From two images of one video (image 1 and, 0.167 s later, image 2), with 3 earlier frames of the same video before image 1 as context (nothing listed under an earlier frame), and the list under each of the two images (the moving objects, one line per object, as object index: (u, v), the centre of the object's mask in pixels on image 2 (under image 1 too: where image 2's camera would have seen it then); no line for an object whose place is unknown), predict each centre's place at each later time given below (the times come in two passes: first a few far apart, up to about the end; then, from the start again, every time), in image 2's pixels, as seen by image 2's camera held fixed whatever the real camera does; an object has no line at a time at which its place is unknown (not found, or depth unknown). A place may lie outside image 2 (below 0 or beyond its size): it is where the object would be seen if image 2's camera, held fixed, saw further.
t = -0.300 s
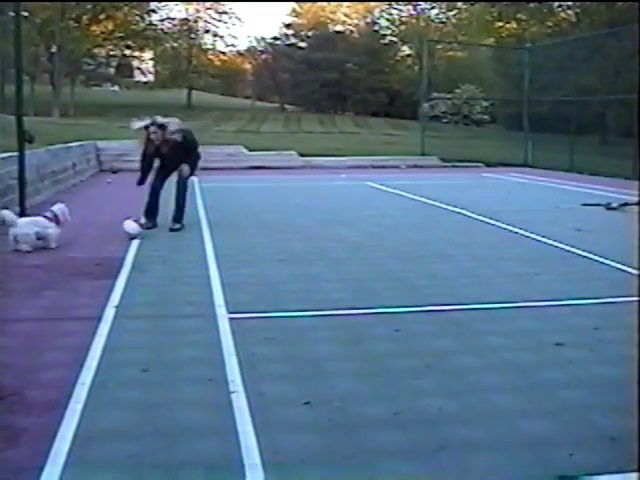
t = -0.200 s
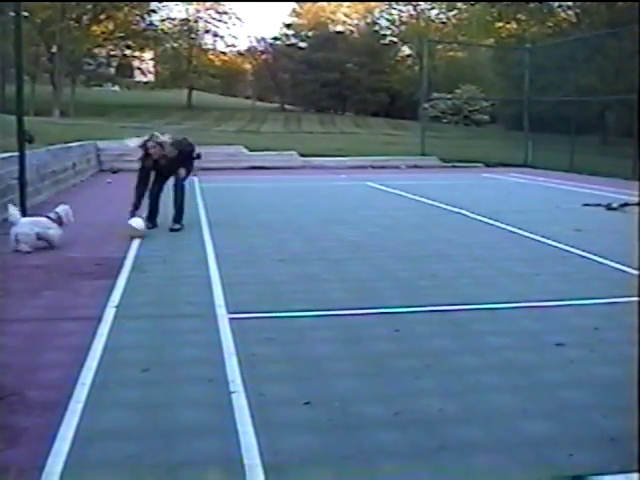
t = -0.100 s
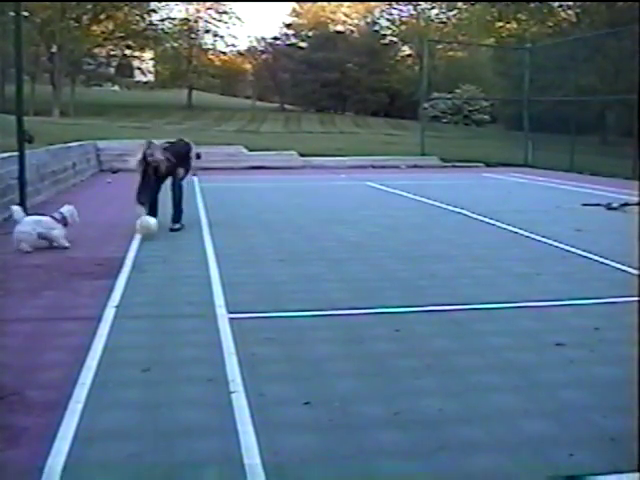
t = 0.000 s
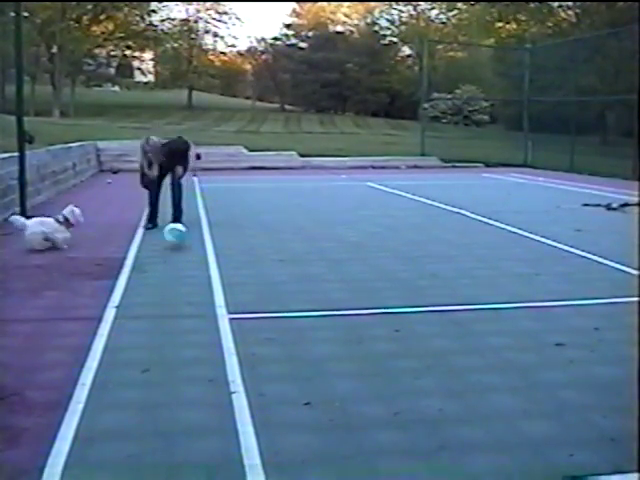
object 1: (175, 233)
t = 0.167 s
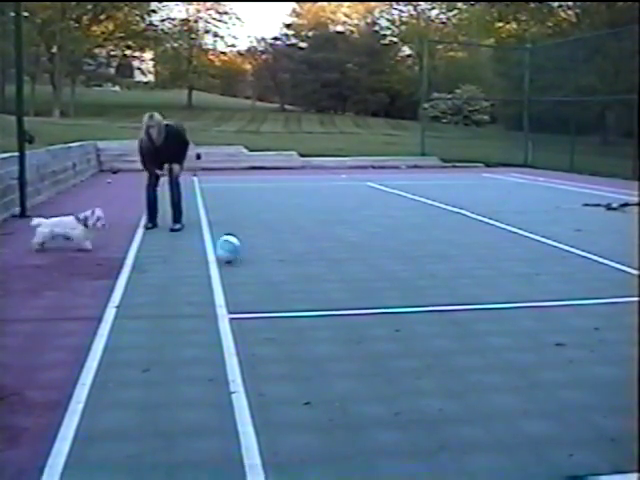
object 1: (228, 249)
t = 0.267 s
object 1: (260, 255)
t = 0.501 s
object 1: (336, 269)
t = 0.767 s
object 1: (419, 274)
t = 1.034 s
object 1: (496, 286)
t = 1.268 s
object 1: (560, 302)
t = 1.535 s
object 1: (626, 313)
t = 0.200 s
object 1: (239, 251)
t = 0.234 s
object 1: (249, 253)
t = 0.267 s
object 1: (260, 255)
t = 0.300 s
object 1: (272, 257)
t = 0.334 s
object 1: (282, 259)
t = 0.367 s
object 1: (292, 259)
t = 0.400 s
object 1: (303, 257)
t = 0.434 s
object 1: (314, 259)
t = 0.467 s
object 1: (326, 265)
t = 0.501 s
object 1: (336, 269)
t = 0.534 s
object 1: (347, 267)
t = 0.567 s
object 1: (357, 265)
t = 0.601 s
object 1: (367, 265)
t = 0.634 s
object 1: (378, 268)
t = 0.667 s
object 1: (389, 273)
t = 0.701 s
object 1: (399, 278)
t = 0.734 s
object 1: (409, 277)
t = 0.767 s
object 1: (419, 274)
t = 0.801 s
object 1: (427, 275)
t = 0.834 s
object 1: (438, 276)
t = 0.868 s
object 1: (449, 280)
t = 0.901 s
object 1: (459, 286)
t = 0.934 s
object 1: (467, 286)
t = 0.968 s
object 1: (477, 284)
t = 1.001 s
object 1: (487, 285)
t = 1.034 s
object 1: (496, 286)
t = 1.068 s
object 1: (504, 290)
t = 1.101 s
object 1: (513, 295)
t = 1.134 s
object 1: (522, 296)
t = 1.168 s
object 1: (532, 298)
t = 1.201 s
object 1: (542, 299)
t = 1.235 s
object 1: (550, 299)
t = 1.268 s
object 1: (560, 302)
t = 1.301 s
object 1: (569, 303)
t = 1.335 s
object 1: (577, 305)
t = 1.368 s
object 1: (586, 306)
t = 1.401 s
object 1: (593, 308)
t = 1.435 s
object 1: (603, 310)
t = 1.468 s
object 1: (612, 312)
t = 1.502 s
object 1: (621, 313)
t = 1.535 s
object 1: (626, 313)
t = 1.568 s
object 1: (630, 314)
